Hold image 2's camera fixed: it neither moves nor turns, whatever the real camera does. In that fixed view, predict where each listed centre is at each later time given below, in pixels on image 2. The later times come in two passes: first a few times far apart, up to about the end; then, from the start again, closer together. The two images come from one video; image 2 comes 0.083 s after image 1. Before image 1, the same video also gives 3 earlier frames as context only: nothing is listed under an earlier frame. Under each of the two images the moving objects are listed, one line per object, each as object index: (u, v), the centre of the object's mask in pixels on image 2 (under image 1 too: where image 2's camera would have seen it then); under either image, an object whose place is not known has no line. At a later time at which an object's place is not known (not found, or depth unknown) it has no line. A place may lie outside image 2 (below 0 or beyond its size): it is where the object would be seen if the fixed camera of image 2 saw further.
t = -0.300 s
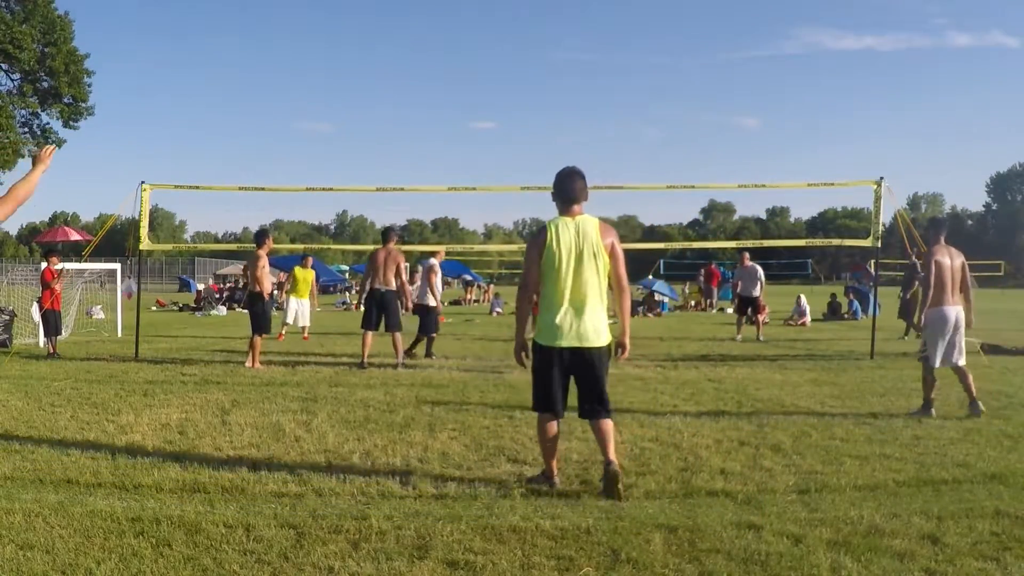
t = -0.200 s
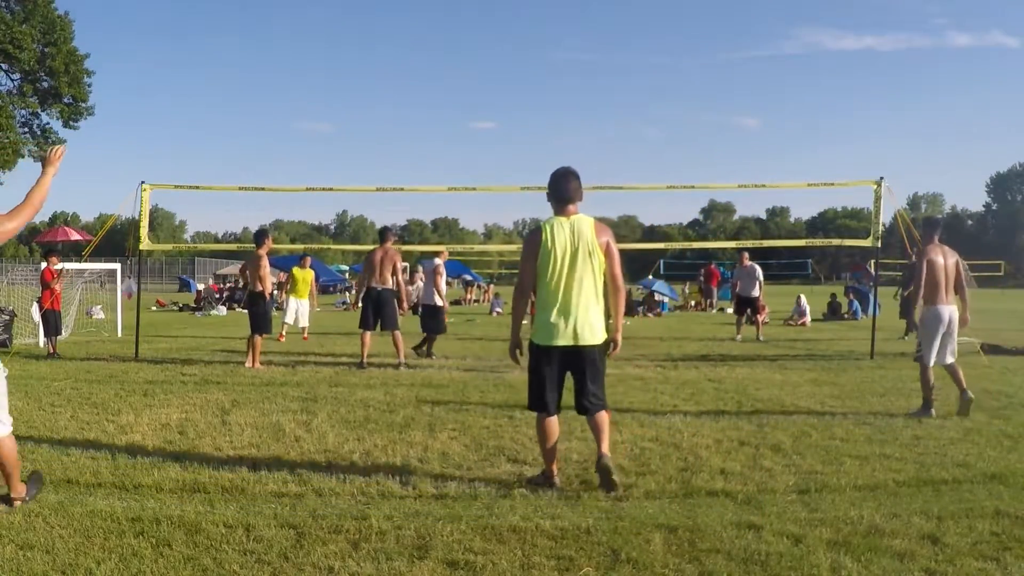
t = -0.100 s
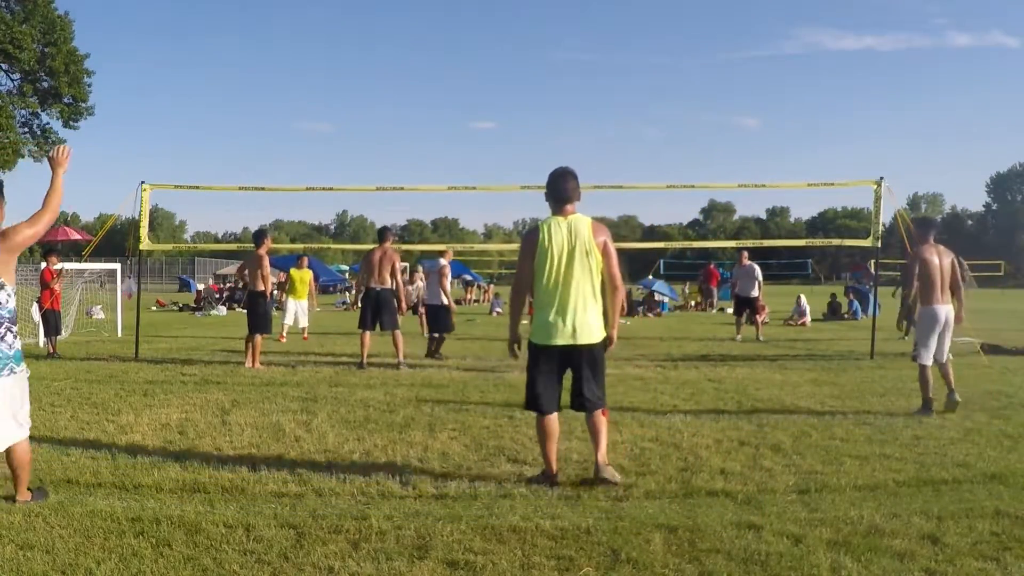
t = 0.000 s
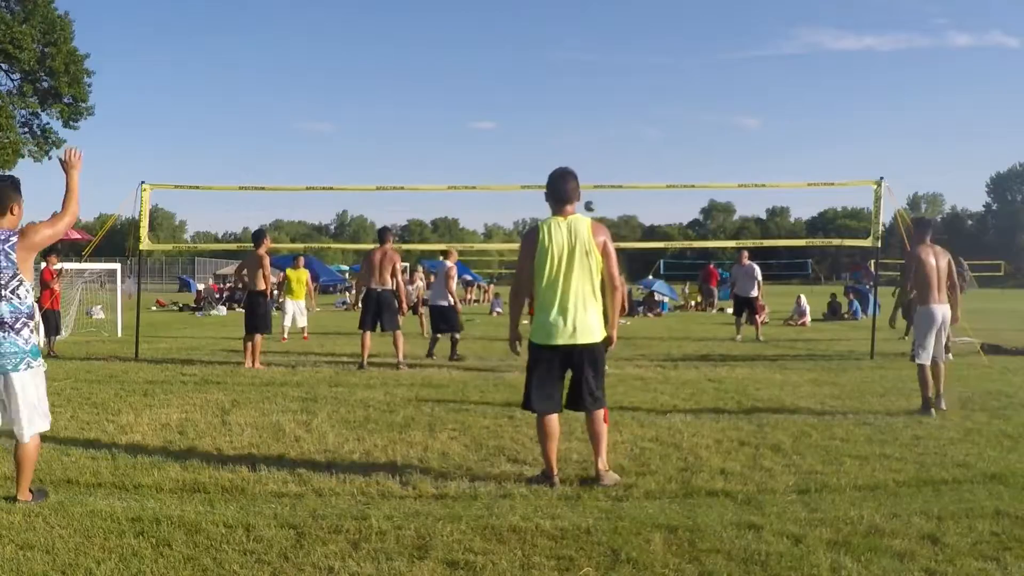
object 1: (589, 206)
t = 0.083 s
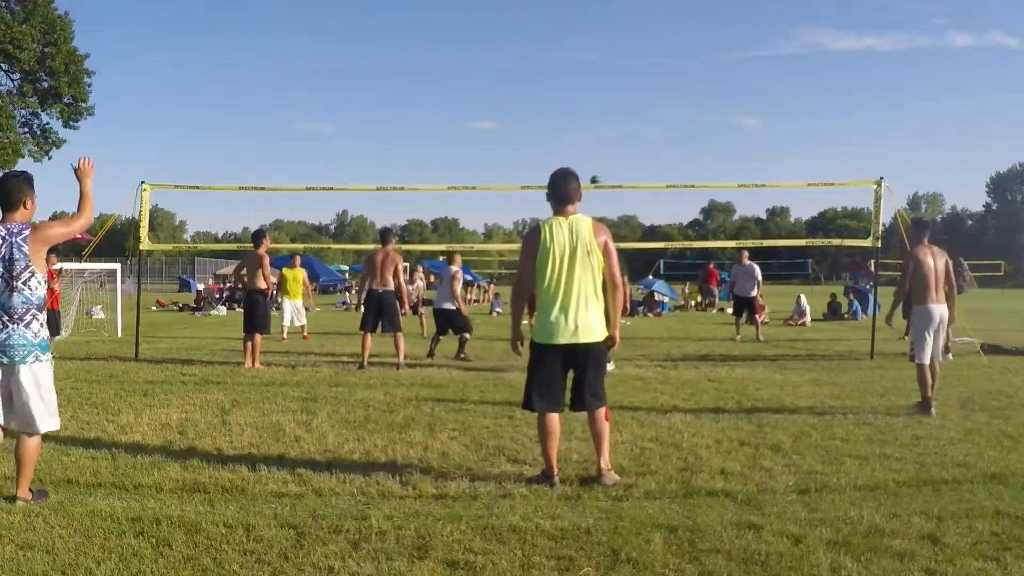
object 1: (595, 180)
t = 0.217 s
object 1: (606, 149)
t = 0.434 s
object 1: (623, 117)
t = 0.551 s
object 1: (634, 111)
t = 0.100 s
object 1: (596, 177)
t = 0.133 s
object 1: (599, 168)
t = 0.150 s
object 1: (600, 164)
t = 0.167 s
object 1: (602, 160)
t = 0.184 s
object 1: (603, 156)
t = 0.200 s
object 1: (604, 153)
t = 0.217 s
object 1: (606, 149)
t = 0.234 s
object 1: (607, 145)
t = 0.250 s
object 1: (608, 142)
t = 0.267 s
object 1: (609, 139)
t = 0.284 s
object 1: (610, 137)
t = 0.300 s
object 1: (612, 134)
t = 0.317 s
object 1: (613, 131)
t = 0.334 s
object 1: (615, 129)
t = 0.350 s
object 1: (616, 127)
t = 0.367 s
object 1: (618, 124)
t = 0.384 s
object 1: (619, 122)
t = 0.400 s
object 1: (620, 120)
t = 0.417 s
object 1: (622, 119)
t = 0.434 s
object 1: (623, 117)
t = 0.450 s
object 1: (625, 116)
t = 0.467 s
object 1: (626, 115)
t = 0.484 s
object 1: (628, 114)
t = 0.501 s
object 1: (629, 113)
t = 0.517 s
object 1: (631, 112)
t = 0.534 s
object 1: (633, 111)
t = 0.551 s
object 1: (634, 111)
